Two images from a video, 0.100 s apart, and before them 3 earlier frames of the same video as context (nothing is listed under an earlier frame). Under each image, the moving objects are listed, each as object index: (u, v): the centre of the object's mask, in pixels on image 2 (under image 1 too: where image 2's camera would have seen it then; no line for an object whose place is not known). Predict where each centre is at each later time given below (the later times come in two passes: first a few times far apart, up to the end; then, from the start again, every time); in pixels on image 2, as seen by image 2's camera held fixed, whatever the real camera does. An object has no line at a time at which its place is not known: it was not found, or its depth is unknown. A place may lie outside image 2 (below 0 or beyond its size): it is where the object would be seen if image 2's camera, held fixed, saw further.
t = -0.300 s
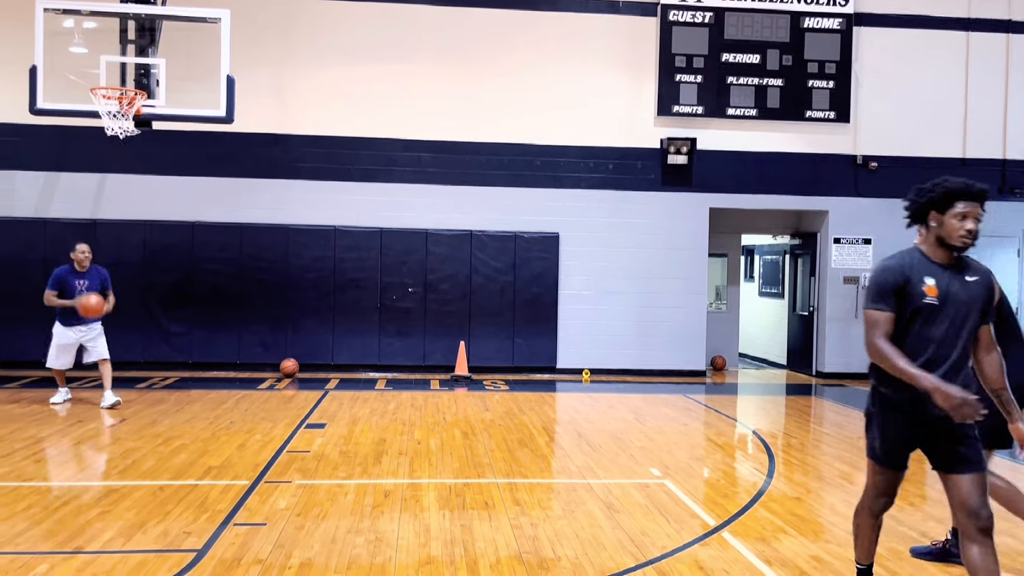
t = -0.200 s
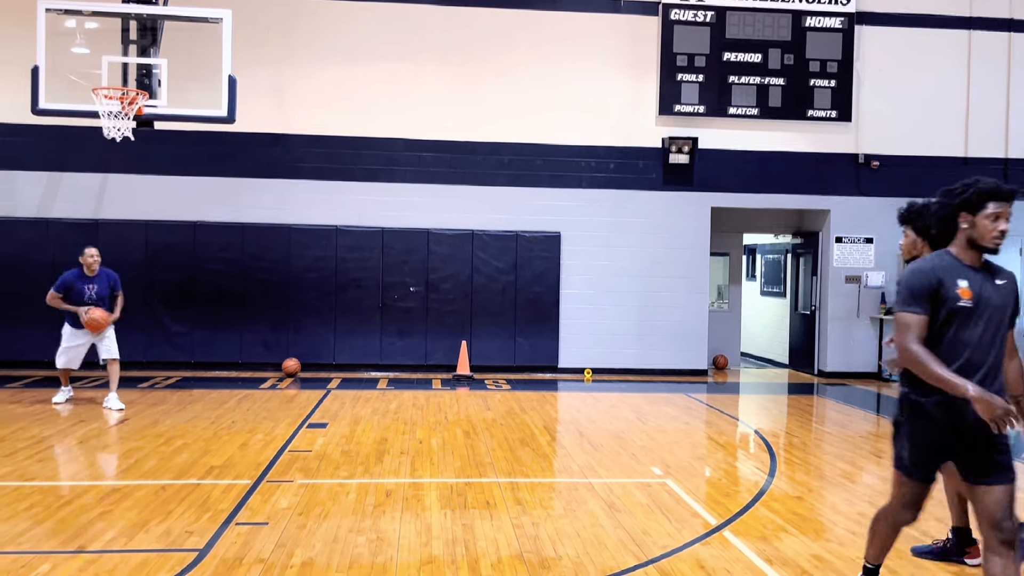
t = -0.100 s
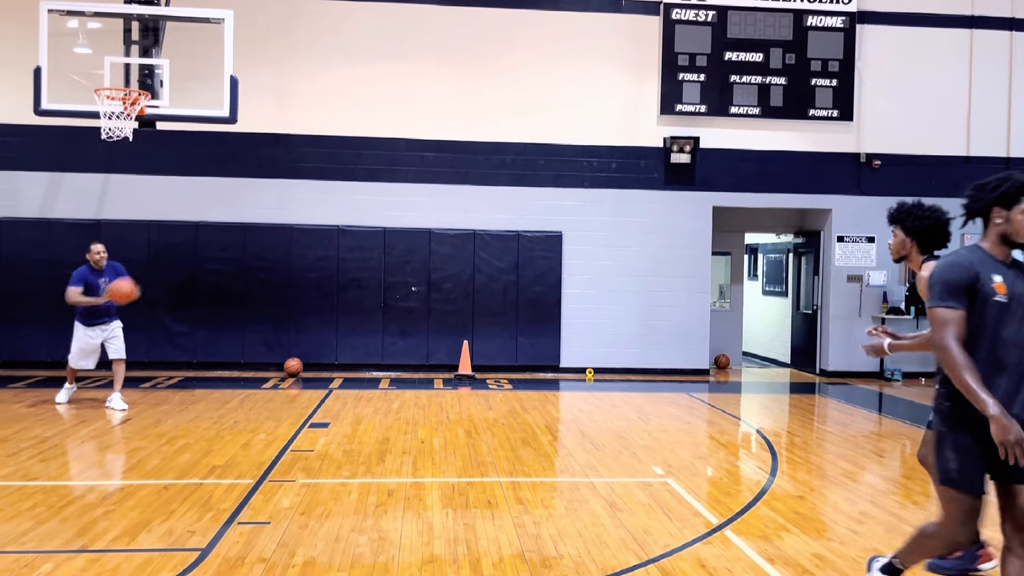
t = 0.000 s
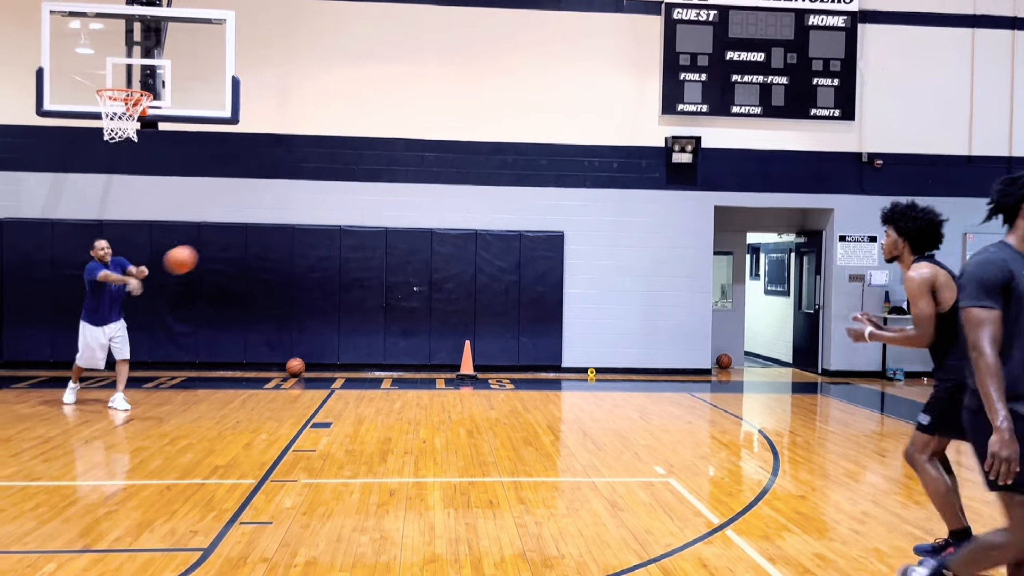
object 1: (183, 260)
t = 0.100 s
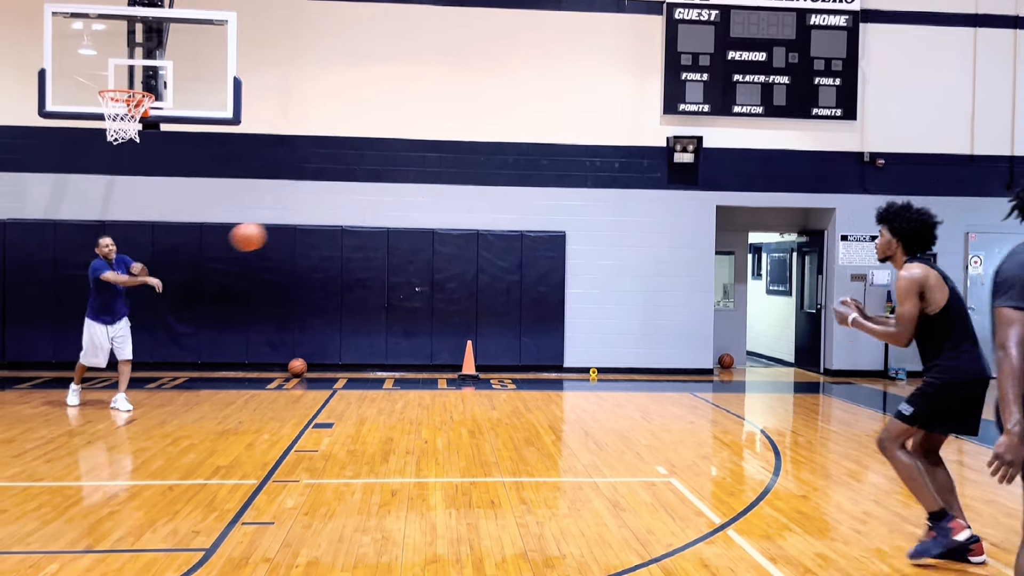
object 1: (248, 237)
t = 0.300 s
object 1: (405, 216)
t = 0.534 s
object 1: (648, 257)
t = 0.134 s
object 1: (271, 231)
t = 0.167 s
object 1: (296, 226)
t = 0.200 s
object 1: (322, 222)
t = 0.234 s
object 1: (348, 219)
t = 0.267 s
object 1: (377, 217)
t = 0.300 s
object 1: (405, 216)
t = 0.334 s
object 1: (435, 217)
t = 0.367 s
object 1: (466, 220)
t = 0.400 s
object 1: (499, 224)
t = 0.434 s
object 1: (534, 230)
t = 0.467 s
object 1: (567, 236)
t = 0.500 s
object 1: (607, 245)
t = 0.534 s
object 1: (648, 257)
